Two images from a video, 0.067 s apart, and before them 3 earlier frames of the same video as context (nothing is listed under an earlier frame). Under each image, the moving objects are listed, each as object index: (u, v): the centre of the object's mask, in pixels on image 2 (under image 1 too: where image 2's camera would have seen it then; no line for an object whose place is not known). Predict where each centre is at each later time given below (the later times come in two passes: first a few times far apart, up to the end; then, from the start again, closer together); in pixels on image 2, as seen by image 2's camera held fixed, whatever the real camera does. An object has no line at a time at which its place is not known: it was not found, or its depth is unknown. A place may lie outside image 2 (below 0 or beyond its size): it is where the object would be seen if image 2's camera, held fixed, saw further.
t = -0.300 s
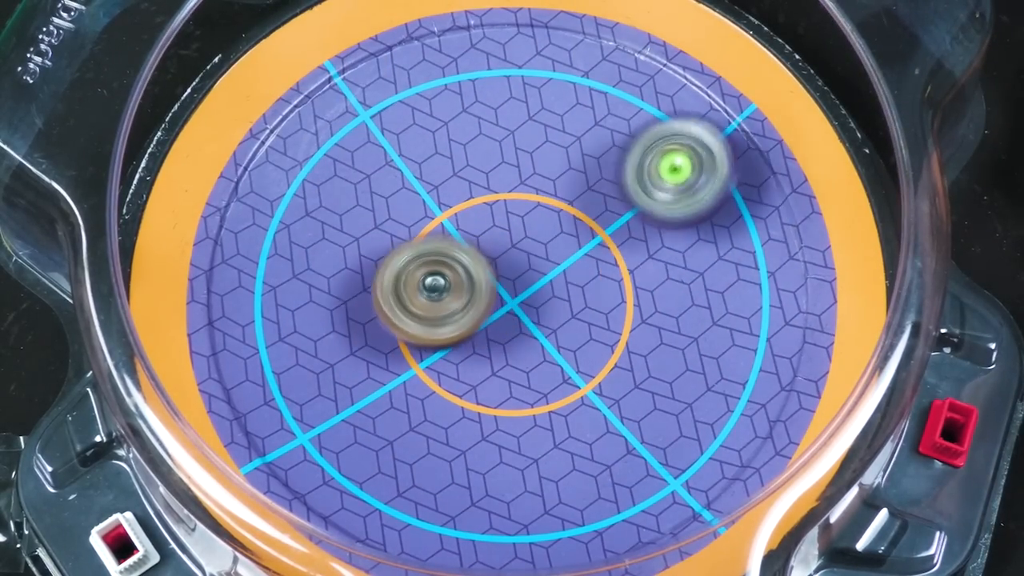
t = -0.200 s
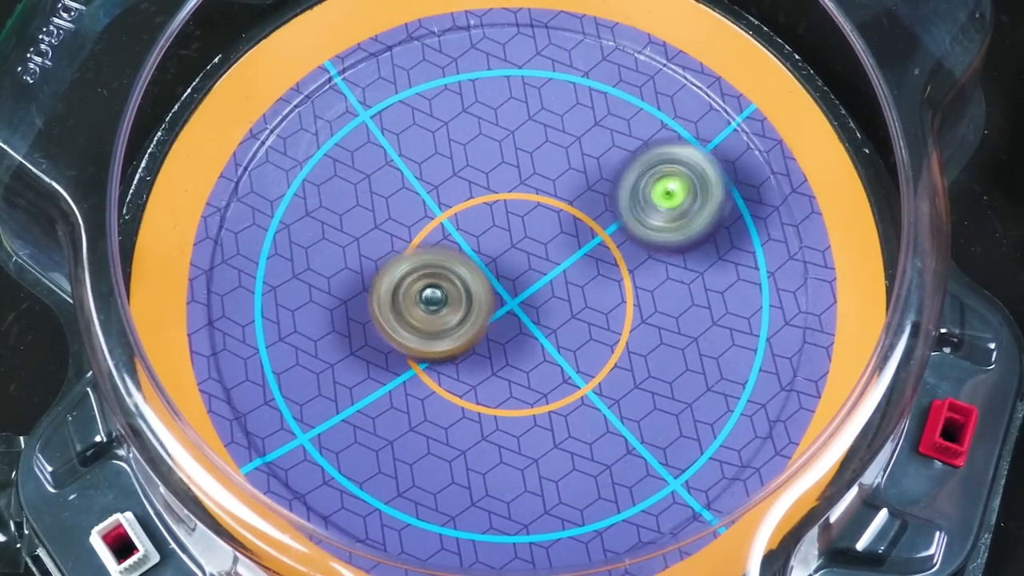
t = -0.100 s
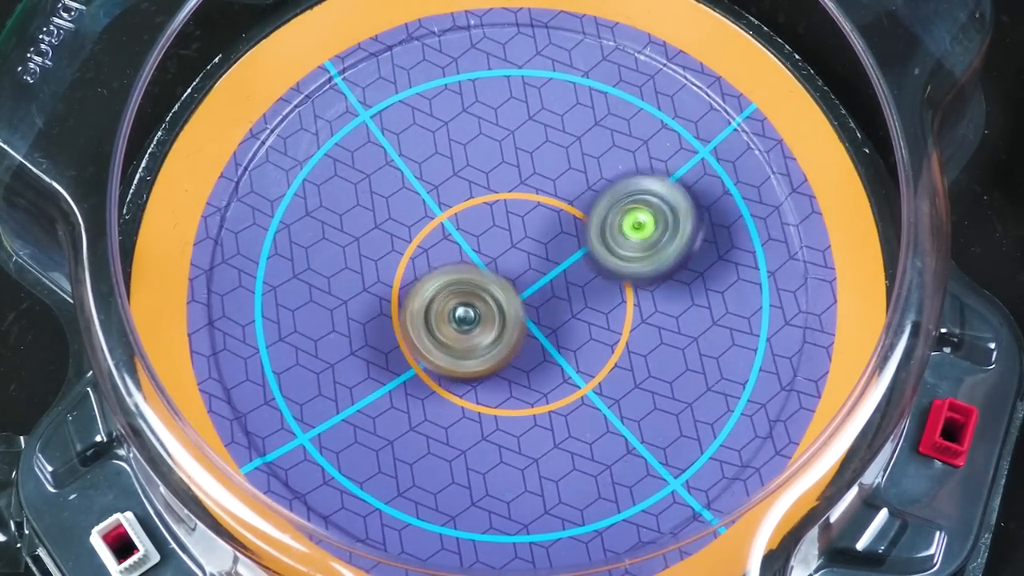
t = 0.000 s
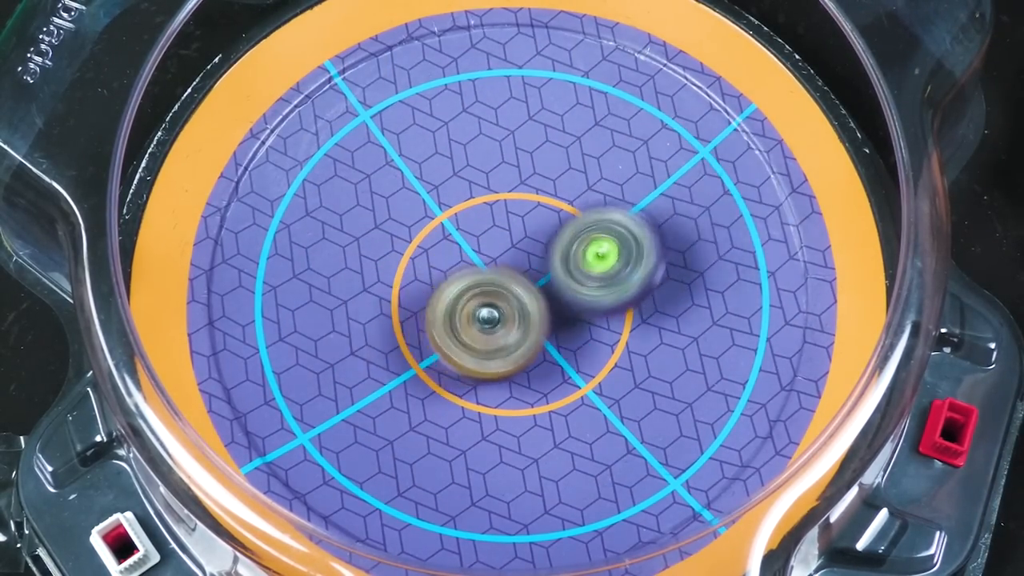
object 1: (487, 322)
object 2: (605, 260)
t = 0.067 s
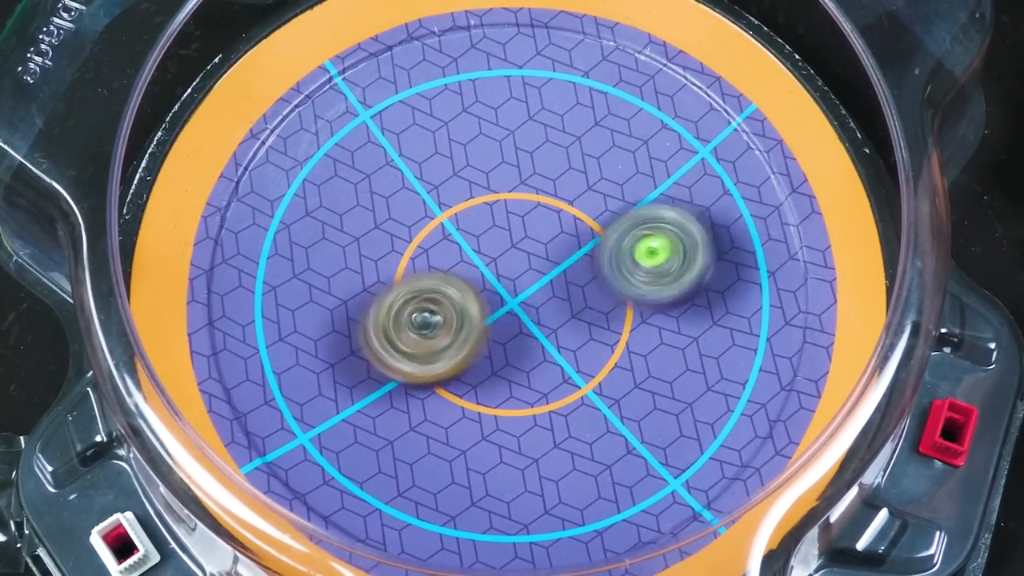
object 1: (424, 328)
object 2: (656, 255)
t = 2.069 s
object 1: (416, 174)
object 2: (711, 369)
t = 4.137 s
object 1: (435, 305)
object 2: (548, 241)
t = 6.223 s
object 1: (439, 261)
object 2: (591, 255)
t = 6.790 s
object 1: (462, 264)
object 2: (585, 259)
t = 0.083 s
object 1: (407, 328)
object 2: (671, 252)
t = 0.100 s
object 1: (391, 327)
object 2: (683, 250)
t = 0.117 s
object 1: (378, 326)
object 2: (692, 251)
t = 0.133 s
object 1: (366, 326)
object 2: (697, 252)
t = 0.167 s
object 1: (350, 326)
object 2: (703, 258)
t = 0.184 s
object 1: (346, 327)
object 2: (701, 261)
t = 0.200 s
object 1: (347, 327)
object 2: (698, 264)
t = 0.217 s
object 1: (349, 328)
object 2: (695, 267)
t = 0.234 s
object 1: (352, 329)
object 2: (688, 270)
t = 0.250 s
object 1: (356, 331)
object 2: (679, 274)
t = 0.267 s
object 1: (364, 332)
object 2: (670, 278)
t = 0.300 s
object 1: (381, 335)
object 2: (651, 284)
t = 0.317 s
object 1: (391, 336)
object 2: (641, 286)
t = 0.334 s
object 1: (402, 336)
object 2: (630, 287)
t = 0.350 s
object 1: (413, 336)
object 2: (618, 288)
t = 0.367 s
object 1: (424, 336)
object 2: (607, 288)
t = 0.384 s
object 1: (436, 334)
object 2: (597, 288)
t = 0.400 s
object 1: (447, 333)
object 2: (586, 286)
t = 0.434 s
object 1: (457, 331)
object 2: (581, 281)
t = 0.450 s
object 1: (457, 331)
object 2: (582, 276)
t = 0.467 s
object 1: (457, 330)
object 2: (585, 273)
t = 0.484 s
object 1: (456, 329)
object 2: (586, 269)
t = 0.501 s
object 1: (456, 328)
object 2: (587, 267)
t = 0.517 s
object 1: (456, 325)
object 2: (587, 264)
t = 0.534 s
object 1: (455, 324)
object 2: (587, 263)
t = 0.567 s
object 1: (456, 318)
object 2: (585, 261)
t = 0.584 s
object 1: (456, 315)
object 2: (584, 259)
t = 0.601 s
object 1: (457, 311)
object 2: (582, 258)
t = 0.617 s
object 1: (457, 306)
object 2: (581, 257)
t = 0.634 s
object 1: (458, 302)
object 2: (578, 256)
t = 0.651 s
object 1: (453, 301)
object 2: (580, 255)
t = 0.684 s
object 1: (432, 296)
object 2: (597, 248)
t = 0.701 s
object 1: (425, 294)
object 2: (603, 247)
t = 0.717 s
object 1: (418, 292)
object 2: (608, 246)
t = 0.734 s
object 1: (410, 289)
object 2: (613, 246)
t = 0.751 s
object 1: (403, 286)
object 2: (617, 247)
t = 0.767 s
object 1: (398, 284)
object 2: (620, 250)
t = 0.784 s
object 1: (393, 281)
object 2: (621, 252)
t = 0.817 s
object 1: (385, 279)
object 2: (619, 261)
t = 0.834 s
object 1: (381, 279)
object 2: (618, 266)
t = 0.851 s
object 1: (378, 278)
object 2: (616, 271)
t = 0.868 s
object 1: (374, 278)
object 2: (611, 276)
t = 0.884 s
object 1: (371, 278)
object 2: (605, 282)
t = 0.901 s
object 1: (367, 278)
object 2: (600, 287)
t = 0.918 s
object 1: (365, 278)
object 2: (594, 291)
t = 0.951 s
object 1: (361, 277)
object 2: (579, 299)
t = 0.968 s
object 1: (360, 277)
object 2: (573, 303)
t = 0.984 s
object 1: (360, 277)
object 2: (565, 306)
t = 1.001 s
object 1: (360, 277)
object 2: (560, 307)
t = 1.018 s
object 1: (361, 276)
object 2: (551, 308)
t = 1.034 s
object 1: (363, 275)
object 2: (544, 309)
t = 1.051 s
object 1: (365, 273)
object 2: (537, 310)
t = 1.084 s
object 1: (371, 269)
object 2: (524, 308)
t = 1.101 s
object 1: (375, 266)
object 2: (515, 306)
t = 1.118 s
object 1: (378, 263)
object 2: (509, 304)
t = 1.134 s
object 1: (382, 260)
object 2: (505, 302)
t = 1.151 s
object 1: (382, 254)
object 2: (505, 301)
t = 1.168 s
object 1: (379, 247)
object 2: (509, 300)
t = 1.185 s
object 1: (379, 238)
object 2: (512, 300)
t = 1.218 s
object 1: (379, 228)
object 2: (519, 300)
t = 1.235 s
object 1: (380, 225)
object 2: (520, 299)
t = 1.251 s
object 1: (382, 222)
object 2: (521, 299)
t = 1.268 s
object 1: (384, 219)
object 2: (523, 298)
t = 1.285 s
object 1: (385, 217)
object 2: (524, 297)
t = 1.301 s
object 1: (387, 216)
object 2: (525, 296)
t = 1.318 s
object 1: (388, 215)
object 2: (524, 295)
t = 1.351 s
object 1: (390, 216)
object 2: (526, 293)
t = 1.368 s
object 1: (390, 216)
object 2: (526, 292)
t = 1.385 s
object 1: (391, 218)
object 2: (525, 291)
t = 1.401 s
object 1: (392, 221)
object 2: (525, 291)
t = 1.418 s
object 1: (392, 224)
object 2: (526, 289)
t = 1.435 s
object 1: (393, 227)
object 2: (526, 287)
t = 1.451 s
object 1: (394, 231)
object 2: (525, 287)
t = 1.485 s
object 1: (397, 240)
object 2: (526, 285)
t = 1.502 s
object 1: (397, 243)
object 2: (525, 285)
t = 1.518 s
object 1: (396, 244)
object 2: (527, 286)
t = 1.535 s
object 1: (388, 241)
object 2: (537, 290)
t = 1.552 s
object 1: (381, 239)
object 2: (546, 293)
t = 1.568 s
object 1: (374, 234)
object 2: (555, 297)
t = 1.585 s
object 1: (369, 231)
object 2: (560, 300)
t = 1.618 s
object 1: (366, 223)
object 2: (569, 304)
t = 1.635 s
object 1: (366, 220)
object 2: (571, 305)
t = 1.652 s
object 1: (368, 219)
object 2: (573, 307)
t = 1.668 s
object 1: (371, 218)
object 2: (576, 306)
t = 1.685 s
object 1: (377, 215)
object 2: (576, 306)
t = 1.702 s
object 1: (383, 215)
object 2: (576, 305)
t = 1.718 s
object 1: (391, 214)
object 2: (576, 305)
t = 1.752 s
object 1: (412, 217)
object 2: (575, 302)
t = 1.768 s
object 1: (422, 221)
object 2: (574, 301)
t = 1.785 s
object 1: (432, 225)
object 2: (573, 300)
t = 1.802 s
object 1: (442, 230)
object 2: (572, 298)
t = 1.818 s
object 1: (450, 234)
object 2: (570, 296)
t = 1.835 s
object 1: (456, 235)
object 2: (573, 300)
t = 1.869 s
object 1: (439, 218)
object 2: (614, 327)
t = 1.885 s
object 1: (430, 207)
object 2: (632, 337)
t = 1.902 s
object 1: (423, 199)
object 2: (647, 349)
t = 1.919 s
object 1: (417, 191)
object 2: (662, 359)
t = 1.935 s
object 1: (411, 182)
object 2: (675, 365)
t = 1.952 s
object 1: (406, 175)
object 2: (683, 370)
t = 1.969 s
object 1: (405, 170)
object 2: (691, 375)
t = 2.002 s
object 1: (405, 162)
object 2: (703, 378)
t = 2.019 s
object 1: (408, 162)
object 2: (707, 379)
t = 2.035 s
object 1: (409, 164)
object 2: (711, 378)
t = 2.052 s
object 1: (413, 168)
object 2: (712, 373)
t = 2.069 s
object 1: (416, 174)
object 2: (711, 369)
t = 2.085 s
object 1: (417, 181)
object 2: (710, 365)
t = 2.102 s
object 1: (420, 189)
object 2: (708, 358)
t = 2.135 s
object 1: (421, 206)
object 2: (701, 345)
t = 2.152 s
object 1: (422, 212)
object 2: (699, 337)
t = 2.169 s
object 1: (424, 219)
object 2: (694, 329)
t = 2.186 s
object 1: (424, 226)
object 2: (691, 322)
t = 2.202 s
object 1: (427, 231)
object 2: (687, 313)
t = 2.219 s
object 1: (431, 238)
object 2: (681, 306)
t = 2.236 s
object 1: (434, 244)
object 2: (676, 297)
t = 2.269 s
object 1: (445, 253)
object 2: (664, 284)
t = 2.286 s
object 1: (451, 255)
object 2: (658, 276)
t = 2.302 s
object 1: (457, 260)
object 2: (653, 272)
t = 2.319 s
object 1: (464, 263)
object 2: (646, 266)
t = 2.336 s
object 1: (471, 264)
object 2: (640, 261)
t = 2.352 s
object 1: (478, 262)
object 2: (633, 256)
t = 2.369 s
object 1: (486, 263)
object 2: (626, 253)
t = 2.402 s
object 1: (481, 260)
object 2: (624, 250)
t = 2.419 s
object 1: (465, 256)
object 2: (640, 252)
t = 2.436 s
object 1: (446, 254)
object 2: (651, 255)
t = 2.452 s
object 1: (429, 252)
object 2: (657, 257)
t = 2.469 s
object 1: (414, 252)
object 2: (663, 260)
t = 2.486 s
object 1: (400, 250)
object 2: (667, 262)
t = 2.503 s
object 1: (391, 250)
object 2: (669, 265)
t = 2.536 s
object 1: (379, 251)
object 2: (666, 268)
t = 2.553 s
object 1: (380, 252)
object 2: (661, 271)
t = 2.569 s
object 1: (379, 253)
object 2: (659, 270)
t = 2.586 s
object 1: (383, 256)
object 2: (653, 270)
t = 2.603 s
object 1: (385, 260)
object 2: (647, 271)
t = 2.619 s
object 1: (389, 264)
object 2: (644, 270)
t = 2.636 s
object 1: (394, 268)
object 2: (636, 270)
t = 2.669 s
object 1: (402, 281)
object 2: (628, 269)
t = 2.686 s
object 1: (406, 288)
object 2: (622, 269)
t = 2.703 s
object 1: (412, 295)
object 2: (617, 268)
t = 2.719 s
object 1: (419, 303)
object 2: (611, 267)
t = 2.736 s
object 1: (425, 312)
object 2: (605, 266)
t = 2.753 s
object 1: (431, 318)
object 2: (600, 266)
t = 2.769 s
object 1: (436, 325)
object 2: (594, 264)
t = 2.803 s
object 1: (444, 334)
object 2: (583, 262)
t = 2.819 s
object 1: (447, 336)
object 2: (576, 260)
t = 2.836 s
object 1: (451, 337)
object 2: (569, 259)
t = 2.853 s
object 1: (454, 335)
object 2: (564, 257)
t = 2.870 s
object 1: (458, 332)
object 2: (557, 256)
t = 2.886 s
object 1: (460, 329)
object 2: (554, 254)
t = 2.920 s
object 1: (443, 330)
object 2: (575, 239)
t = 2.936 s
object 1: (431, 328)
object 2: (587, 228)
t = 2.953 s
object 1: (423, 328)
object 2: (594, 218)
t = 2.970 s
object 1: (413, 325)
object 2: (607, 214)
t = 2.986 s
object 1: (407, 323)
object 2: (614, 205)
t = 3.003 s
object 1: (399, 319)
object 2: (619, 198)
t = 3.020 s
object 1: (395, 317)
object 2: (623, 191)
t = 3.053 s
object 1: (388, 308)
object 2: (626, 175)
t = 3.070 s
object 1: (386, 304)
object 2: (625, 166)
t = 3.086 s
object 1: (387, 300)
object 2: (624, 161)
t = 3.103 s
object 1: (387, 296)
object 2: (623, 154)
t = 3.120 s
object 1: (389, 291)
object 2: (619, 149)
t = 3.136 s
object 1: (391, 288)
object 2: (619, 145)
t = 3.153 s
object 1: (395, 284)
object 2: (615, 141)
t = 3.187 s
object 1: (403, 278)
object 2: (611, 134)
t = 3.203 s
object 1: (406, 275)
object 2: (609, 133)
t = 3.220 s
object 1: (412, 273)
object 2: (607, 130)
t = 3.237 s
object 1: (417, 270)
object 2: (604, 130)
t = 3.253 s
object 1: (425, 269)
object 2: (603, 130)
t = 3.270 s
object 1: (430, 267)
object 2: (600, 129)
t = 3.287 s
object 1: (437, 265)
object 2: (598, 130)
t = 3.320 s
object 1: (449, 264)
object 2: (593, 130)
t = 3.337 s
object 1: (454, 263)
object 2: (591, 129)
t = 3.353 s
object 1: (459, 263)
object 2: (588, 131)
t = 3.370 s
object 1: (465, 263)
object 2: (586, 133)
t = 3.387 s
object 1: (469, 263)
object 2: (583, 133)
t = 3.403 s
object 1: (474, 263)
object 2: (581, 137)
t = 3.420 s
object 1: (477, 265)
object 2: (579, 136)
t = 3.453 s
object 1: (479, 266)
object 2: (575, 139)
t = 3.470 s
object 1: (480, 266)
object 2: (572, 142)
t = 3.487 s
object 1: (479, 265)
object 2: (571, 145)
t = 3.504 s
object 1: (479, 262)
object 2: (568, 145)
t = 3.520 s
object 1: (477, 262)
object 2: (567, 149)
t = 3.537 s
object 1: (477, 260)
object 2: (566, 149)
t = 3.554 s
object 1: (476, 259)
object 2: (563, 152)
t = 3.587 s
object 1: (472, 254)
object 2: (560, 157)
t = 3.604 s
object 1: (470, 253)
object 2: (560, 159)
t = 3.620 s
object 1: (468, 251)
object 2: (557, 161)
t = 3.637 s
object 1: (465, 249)
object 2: (557, 164)
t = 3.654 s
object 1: (463, 246)
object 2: (556, 165)
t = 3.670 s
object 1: (462, 243)
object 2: (555, 168)
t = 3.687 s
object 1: (457, 239)
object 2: (559, 168)
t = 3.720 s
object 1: (448, 239)
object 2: (566, 175)
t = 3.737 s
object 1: (446, 241)
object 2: (565, 180)
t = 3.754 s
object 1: (446, 241)
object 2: (567, 182)
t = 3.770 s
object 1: (447, 243)
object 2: (564, 186)
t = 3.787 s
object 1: (446, 244)
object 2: (564, 189)
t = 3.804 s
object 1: (448, 245)
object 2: (562, 192)
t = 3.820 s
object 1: (447, 247)
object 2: (562, 196)
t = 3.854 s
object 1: (439, 252)
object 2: (567, 200)
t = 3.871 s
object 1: (438, 253)
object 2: (568, 201)
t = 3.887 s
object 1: (437, 255)
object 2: (569, 206)
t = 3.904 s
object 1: (438, 259)
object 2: (569, 207)
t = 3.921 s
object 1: (442, 261)
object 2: (568, 212)
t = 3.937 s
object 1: (443, 263)
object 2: (567, 214)
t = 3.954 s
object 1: (444, 267)
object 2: (563, 218)
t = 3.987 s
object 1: (442, 271)
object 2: (563, 222)
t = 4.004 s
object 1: (439, 273)
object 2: (565, 224)
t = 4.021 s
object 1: (436, 277)
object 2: (563, 226)
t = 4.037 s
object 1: (435, 283)
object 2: (563, 229)
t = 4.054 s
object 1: (435, 290)
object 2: (561, 230)
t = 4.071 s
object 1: (435, 295)
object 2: (559, 234)
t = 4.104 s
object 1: (435, 301)
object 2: (553, 238)
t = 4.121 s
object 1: (434, 304)
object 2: (551, 239)
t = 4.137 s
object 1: (435, 305)
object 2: (548, 241)
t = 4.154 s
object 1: (434, 309)
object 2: (547, 243)
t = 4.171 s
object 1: (434, 310)
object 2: (544, 244)
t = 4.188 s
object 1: (434, 311)
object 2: (542, 246)
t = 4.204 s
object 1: (431, 314)
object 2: (542, 245)
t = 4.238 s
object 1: (417, 322)
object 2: (551, 242)
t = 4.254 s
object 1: (412, 324)
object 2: (556, 240)
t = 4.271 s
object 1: (410, 327)
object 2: (558, 241)
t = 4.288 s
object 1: (409, 329)
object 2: (562, 240)
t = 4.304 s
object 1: (410, 330)
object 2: (562, 242)
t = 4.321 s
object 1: (411, 331)
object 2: (564, 242)
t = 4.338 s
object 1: (411, 331)
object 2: (562, 242)
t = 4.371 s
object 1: (416, 328)
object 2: (559, 243)
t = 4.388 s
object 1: (419, 326)
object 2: (558, 243)
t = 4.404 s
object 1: (423, 324)
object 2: (554, 242)
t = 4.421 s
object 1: (425, 322)
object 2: (553, 242)
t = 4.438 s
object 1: (429, 318)
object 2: (549, 241)
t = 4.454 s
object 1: (433, 317)
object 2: (548, 242)
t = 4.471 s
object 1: (436, 314)
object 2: (545, 240)
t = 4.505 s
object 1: (443, 311)
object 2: (541, 239)
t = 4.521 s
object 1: (442, 308)
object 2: (543, 238)
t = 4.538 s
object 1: (442, 305)
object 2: (543, 235)
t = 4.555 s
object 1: (439, 305)
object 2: (544, 235)
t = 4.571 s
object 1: (438, 303)
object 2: (543, 233)
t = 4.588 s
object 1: (437, 302)
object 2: (542, 232)
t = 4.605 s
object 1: (436, 302)
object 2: (540, 230)
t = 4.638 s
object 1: (434, 300)
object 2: (543, 226)
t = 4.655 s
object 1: (431, 303)
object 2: (547, 223)
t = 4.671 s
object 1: (430, 301)
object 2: (549, 219)
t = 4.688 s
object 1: (428, 302)
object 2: (552, 219)
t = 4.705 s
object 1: (426, 303)
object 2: (552, 216)
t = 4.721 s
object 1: (429, 299)
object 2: (553, 217)
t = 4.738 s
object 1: (430, 298)
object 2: (553, 215)
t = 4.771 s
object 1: (433, 293)
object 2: (553, 213)
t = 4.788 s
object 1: (435, 292)
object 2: (554, 213)
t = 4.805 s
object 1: (435, 291)
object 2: (553, 211)
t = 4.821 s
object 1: (438, 287)
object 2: (554, 212)
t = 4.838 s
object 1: (441, 286)
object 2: (554, 210)
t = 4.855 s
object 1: (442, 284)
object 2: (555, 210)
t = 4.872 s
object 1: (445, 281)
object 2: (556, 207)
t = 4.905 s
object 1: (451, 279)
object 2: (557, 206)
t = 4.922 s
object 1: (454, 276)
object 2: (558, 208)
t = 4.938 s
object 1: (456, 275)
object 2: (559, 205)
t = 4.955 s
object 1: (456, 275)
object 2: (560, 207)
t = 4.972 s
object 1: (456, 274)
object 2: (564, 204)
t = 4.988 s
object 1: (454, 277)
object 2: (570, 203)
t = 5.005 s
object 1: (450, 281)
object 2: (577, 200)
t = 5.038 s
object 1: (448, 282)
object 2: (585, 199)
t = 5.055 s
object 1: (447, 285)
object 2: (586, 202)
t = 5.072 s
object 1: (449, 285)
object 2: (587, 200)
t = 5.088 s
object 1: (450, 284)
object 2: (587, 202)
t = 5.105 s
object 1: (452, 284)
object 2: (587, 201)
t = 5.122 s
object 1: (454, 283)
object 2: (589, 203)
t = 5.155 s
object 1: (461, 284)
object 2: (590, 204)
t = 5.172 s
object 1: (462, 286)
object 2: (590, 204)
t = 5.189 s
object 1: (466, 286)
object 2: (591, 206)
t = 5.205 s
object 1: (470, 285)
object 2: (589, 206)
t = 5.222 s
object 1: (472, 284)
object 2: (591, 208)
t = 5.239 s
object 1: (474, 285)
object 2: (590, 209)
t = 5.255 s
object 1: (477, 283)
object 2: (591, 211)
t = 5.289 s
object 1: (478, 283)
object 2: (590, 213)
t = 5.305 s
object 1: (481, 283)
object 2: (588, 216)
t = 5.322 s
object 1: (482, 286)
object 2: (593, 217)
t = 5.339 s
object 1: (481, 286)
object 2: (596, 218)
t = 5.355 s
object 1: (478, 284)
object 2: (600, 218)
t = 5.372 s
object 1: (479, 285)
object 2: (601, 221)
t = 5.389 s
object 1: (479, 287)
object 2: (603, 220)
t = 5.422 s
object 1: (473, 284)
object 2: (600, 224)
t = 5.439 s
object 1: (475, 284)
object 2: (600, 226)
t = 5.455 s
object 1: (474, 285)
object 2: (598, 228)
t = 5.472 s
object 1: (469, 287)
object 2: (598, 229)
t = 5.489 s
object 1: (465, 281)
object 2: (595, 231)
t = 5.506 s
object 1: (467, 279)
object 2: (595, 231)
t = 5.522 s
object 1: (466, 280)
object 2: (592, 234)
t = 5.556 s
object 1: (460, 274)
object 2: (589, 236)
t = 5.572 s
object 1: (463, 270)
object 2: (588, 236)
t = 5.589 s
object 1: (460, 269)
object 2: (589, 238)
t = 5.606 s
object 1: (453, 266)
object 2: (592, 239)
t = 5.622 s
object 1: (449, 262)
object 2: (595, 239)
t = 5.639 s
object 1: (451, 258)
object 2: (594, 242)
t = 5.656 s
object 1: (450, 258)
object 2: (596, 243)
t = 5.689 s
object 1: (448, 257)
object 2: (592, 245)
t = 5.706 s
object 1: (452, 255)
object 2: (589, 249)
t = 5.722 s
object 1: (457, 257)
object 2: (585, 250)
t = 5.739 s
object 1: (456, 260)
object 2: (584, 251)
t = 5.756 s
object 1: (456, 257)
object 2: (584, 252)
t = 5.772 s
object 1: (455, 257)
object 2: (587, 254)
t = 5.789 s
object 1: (455, 258)
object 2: (587, 255)
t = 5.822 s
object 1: (454, 260)
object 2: (586, 258)
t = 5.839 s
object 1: (452, 261)
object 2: (586, 258)
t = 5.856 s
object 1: (453, 265)
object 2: (582, 259)
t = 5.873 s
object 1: (455, 267)
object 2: (581, 259)
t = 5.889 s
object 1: (457, 271)
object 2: (578, 259)
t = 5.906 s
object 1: (453, 272)
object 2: (575, 258)
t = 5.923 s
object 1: (452, 271)
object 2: (575, 258)
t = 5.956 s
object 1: (455, 280)
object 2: (570, 257)
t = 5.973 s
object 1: (453, 285)
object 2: (568, 258)
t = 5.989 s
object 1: (446, 287)
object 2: (571, 257)
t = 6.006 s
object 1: (441, 283)
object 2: (574, 258)
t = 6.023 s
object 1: (441, 281)
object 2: (573, 258)
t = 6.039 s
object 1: (442, 281)
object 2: (576, 259)
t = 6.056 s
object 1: (443, 283)
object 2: (572, 260)
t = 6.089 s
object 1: (438, 283)
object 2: (570, 259)
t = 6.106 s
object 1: (439, 278)
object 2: (569, 257)
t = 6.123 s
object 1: (443, 274)
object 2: (568, 257)
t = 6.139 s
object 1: (445, 272)
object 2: (568, 255)
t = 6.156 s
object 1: (439, 270)
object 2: (577, 255)
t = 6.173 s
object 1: (434, 267)
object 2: (583, 255)
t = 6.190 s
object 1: (433, 264)
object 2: (588, 255)
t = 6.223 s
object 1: (439, 261)
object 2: (591, 255)
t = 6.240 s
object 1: (444, 261)
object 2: (594, 255)
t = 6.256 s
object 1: (448, 262)
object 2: (591, 255)
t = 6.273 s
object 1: (448, 262)
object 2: (593, 253)
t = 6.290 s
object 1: (449, 262)
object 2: (592, 253)
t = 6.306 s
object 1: (447, 262)
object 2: (591, 251)
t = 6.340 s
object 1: (445, 260)
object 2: (589, 249)
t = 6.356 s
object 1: (444, 260)
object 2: (590, 248)
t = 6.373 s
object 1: (441, 260)
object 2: (589, 248)
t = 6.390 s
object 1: (440, 256)
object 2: (589, 247)
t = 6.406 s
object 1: (438, 253)
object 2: (589, 247)
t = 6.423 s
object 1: (442, 251)
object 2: (586, 246)
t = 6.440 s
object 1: (446, 249)
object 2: (588, 246)
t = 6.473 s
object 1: (451, 254)
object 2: (587, 245)
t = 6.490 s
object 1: (449, 256)
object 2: (587, 246)
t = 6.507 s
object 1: (449, 255)
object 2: (584, 245)
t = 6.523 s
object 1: (450, 253)
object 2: (586, 245)
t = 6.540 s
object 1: (453, 251)
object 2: (583, 246)
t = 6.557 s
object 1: (460, 251)
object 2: (584, 246)
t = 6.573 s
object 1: (457, 250)
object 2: (588, 246)
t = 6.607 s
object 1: (450, 246)
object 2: (596, 249)
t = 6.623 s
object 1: (449, 243)
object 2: (596, 252)
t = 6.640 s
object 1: (451, 240)
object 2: (598, 252)
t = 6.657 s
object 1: (453, 240)
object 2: (599, 254)
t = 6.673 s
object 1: (455, 241)
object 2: (596, 255)
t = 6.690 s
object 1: (460, 244)
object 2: (596, 256)
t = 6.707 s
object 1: (461, 246)
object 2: (593, 258)
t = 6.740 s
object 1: (462, 251)
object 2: (591, 257)
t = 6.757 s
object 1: (463, 256)
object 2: (587, 258)
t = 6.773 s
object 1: (462, 260)
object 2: (587, 258)
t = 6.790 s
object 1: (462, 264)
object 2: (585, 259)
